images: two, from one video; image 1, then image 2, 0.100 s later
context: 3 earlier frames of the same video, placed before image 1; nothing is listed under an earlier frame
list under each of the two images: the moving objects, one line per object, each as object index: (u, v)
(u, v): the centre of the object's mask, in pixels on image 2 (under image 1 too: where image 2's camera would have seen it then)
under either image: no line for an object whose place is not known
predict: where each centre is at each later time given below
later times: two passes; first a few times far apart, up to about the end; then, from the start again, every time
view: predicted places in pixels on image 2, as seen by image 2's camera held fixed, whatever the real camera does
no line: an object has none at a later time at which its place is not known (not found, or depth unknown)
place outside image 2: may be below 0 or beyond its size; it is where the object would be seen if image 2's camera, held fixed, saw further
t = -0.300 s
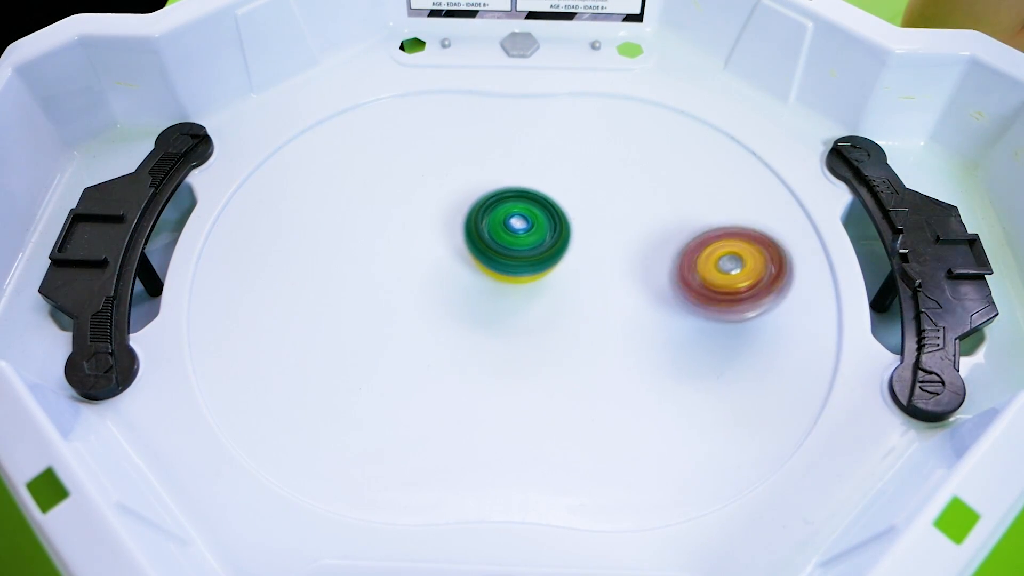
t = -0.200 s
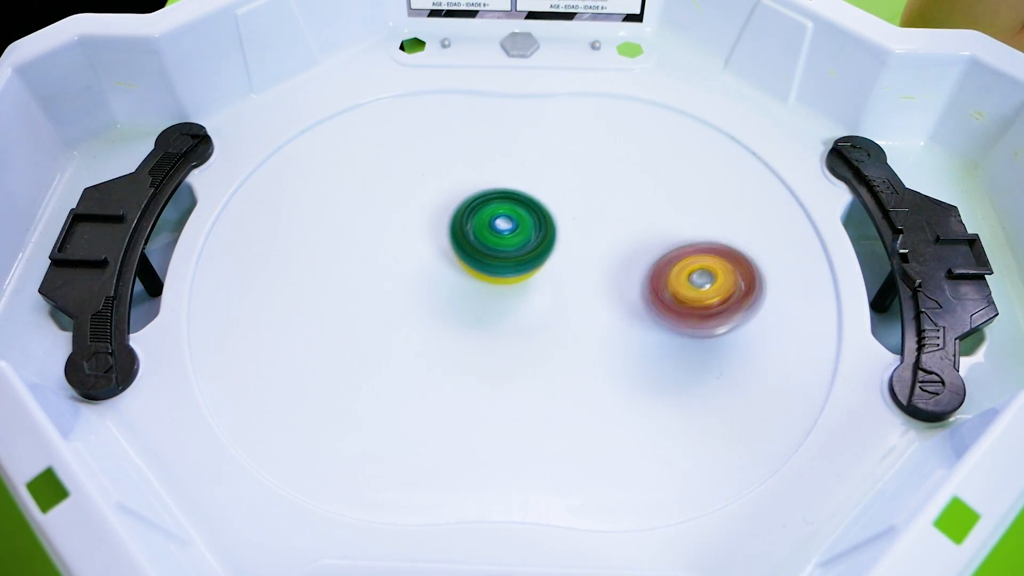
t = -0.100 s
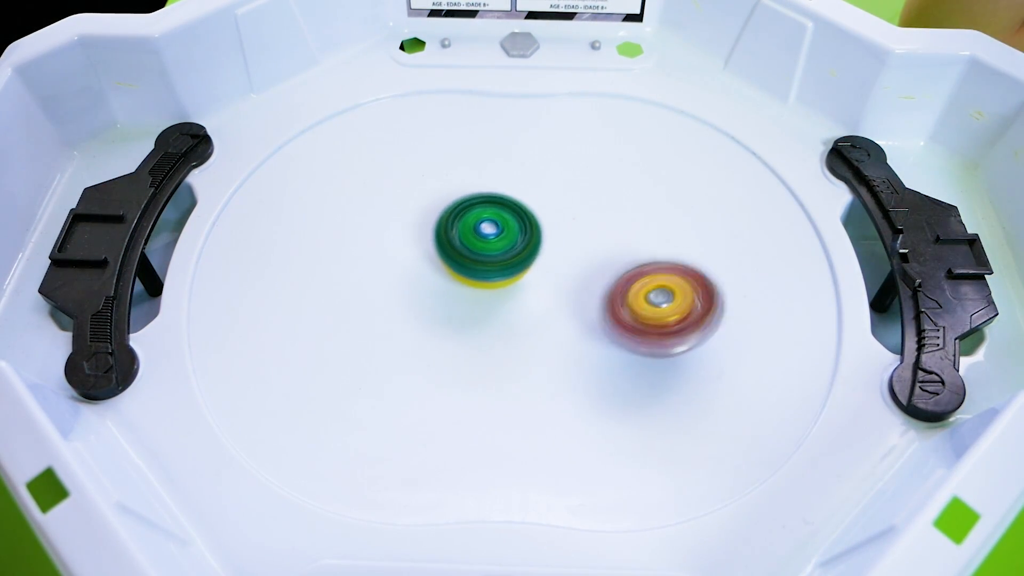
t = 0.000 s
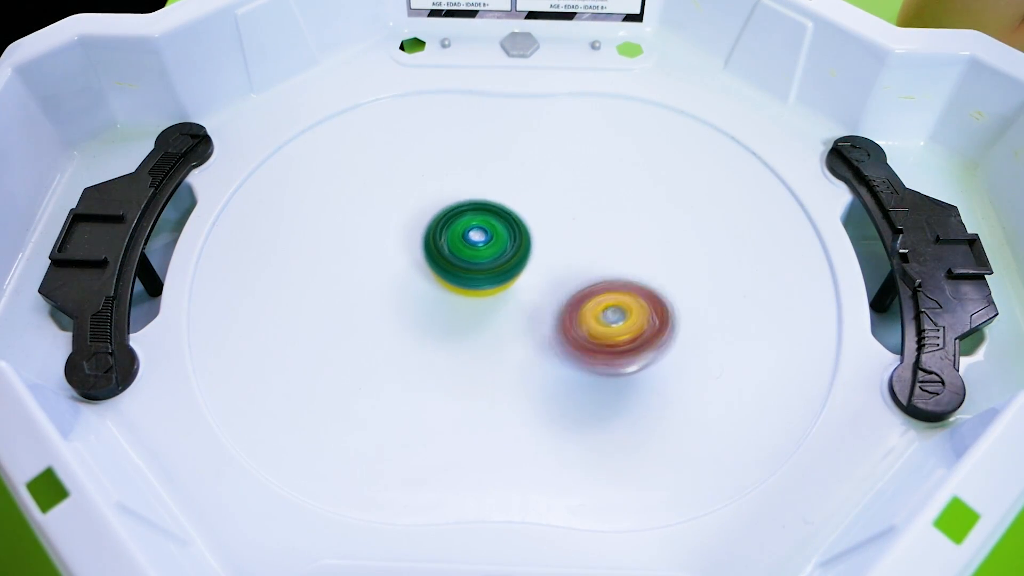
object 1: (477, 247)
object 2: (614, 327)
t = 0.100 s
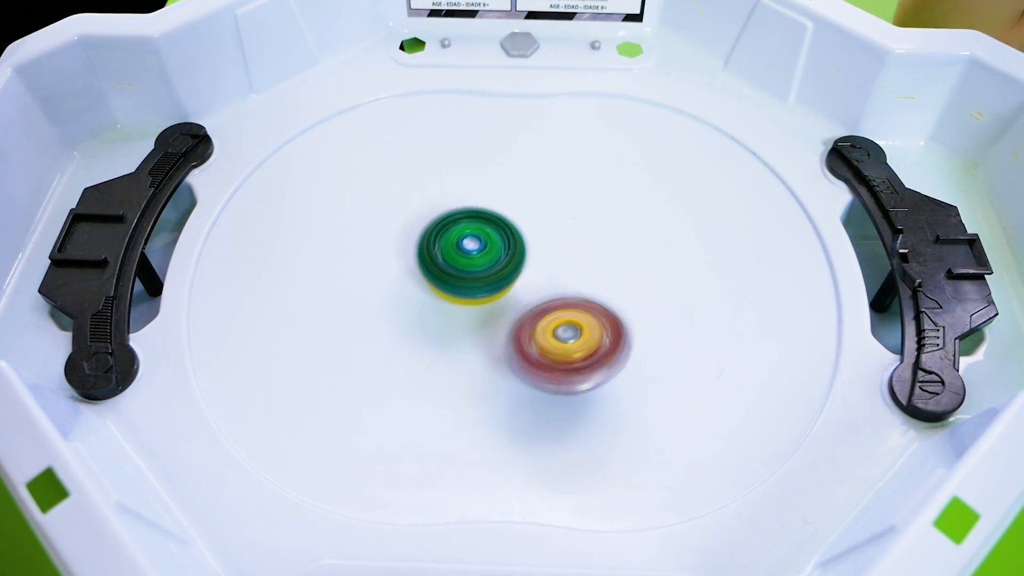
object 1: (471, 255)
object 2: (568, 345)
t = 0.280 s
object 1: (459, 255)
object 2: (523, 376)
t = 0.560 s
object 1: (479, 229)
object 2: (533, 390)
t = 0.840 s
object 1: (499, 147)
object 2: (478, 394)
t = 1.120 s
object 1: (546, 130)
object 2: (498, 387)
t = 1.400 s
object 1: (614, 294)
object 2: (479, 299)
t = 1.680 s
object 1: (526, 308)
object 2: (396, 212)
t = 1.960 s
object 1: (462, 279)
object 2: (374, 190)
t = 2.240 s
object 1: (509, 303)
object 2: (383, 174)
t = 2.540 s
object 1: (517, 326)
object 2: (438, 192)
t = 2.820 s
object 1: (539, 362)
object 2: (532, 215)
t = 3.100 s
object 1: (549, 364)
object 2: (615, 236)
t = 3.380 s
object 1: (557, 342)
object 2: (653, 258)
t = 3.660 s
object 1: (420, 366)
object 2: (683, 213)
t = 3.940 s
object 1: (398, 313)
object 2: (599, 217)
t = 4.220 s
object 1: (399, 272)
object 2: (529, 307)
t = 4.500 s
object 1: (416, 247)
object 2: (589, 336)
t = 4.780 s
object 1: (451, 241)
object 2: (606, 295)
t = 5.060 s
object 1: (460, 243)
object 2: (587, 242)
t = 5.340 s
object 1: (461, 247)
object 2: (573, 214)
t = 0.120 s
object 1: (470, 257)
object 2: (560, 348)
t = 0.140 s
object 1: (470, 259)
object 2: (552, 350)
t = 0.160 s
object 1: (470, 260)
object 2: (546, 353)
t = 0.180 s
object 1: (470, 262)
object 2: (539, 355)
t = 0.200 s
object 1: (469, 263)
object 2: (533, 357)
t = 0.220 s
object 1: (469, 265)
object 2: (526, 358)
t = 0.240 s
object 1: (468, 267)
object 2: (522, 359)
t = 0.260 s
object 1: (464, 262)
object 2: (522, 367)
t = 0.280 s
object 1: (459, 255)
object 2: (523, 376)
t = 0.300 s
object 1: (455, 249)
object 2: (524, 383)
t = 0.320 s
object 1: (452, 244)
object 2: (525, 389)
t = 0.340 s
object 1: (451, 240)
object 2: (526, 393)
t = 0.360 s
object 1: (450, 236)
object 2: (526, 395)
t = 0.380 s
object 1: (451, 234)
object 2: (527, 397)
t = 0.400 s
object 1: (453, 232)
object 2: (528, 399)
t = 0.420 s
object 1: (456, 230)
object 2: (530, 399)
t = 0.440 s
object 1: (458, 230)
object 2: (532, 399)
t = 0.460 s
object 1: (461, 229)
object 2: (534, 398)
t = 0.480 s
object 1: (465, 229)
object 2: (534, 397)
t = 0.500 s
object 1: (468, 229)
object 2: (535, 396)
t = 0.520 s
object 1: (472, 229)
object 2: (535, 394)
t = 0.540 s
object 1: (476, 229)
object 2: (534, 393)
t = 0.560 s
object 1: (479, 229)
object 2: (533, 390)
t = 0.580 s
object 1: (482, 229)
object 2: (531, 386)
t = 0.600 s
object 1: (486, 230)
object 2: (529, 382)
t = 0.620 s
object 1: (489, 230)
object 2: (525, 377)
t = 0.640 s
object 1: (492, 231)
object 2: (522, 372)
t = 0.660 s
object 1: (495, 232)
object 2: (519, 366)
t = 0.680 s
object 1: (498, 233)
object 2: (516, 359)
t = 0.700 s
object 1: (501, 234)
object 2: (513, 353)
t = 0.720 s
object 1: (503, 235)
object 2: (509, 346)
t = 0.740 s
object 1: (504, 235)
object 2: (505, 338)
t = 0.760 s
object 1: (505, 235)
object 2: (500, 332)
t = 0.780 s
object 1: (503, 212)
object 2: (493, 349)
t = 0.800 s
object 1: (502, 189)
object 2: (487, 369)
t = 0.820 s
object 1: (501, 166)
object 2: (483, 383)
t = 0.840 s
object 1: (499, 147)
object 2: (478, 394)
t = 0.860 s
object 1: (499, 129)
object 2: (476, 400)
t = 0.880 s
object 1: (499, 113)
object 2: (475, 403)
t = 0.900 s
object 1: (499, 99)
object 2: (476, 404)
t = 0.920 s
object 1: (499, 87)
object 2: (477, 404)
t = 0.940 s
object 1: (501, 78)
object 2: (479, 404)
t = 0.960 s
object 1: (503, 72)
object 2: (482, 403)
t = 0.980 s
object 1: (506, 71)
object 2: (484, 402)
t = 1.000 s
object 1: (509, 75)
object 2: (488, 401)
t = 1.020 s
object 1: (514, 80)
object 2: (490, 399)
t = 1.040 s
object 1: (519, 89)
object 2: (493, 398)
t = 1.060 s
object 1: (525, 98)
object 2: (496, 396)
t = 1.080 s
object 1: (532, 107)
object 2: (497, 394)
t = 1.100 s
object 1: (539, 118)
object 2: (498, 391)
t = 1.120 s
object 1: (546, 130)
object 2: (498, 387)
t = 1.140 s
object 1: (554, 142)
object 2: (499, 383)
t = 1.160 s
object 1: (562, 155)
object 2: (499, 378)
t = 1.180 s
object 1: (569, 168)
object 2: (500, 374)
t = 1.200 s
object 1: (576, 181)
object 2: (500, 368)
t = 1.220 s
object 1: (583, 193)
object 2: (500, 363)
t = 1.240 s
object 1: (590, 207)
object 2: (499, 356)
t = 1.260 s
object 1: (596, 219)
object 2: (498, 350)
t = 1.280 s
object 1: (601, 233)
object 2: (497, 343)
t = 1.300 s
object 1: (606, 245)
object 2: (495, 336)
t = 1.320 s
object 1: (609, 256)
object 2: (493, 328)
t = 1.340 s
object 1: (611, 267)
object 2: (491, 321)
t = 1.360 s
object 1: (612, 277)
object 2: (489, 313)
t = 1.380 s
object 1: (612, 286)
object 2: (485, 306)
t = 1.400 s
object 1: (614, 294)
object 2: (479, 299)
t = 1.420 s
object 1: (614, 300)
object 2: (473, 291)
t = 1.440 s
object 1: (613, 307)
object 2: (467, 284)
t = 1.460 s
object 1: (611, 311)
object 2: (461, 277)
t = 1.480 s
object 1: (607, 315)
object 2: (454, 270)
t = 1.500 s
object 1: (602, 317)
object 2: (447, 262)
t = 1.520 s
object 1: (595, 319)
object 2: (440, 255)
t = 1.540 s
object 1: (588, 319)
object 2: (434, 248)
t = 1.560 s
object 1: (581, 320)
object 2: (427, 241)
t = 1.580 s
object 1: (571, 319)
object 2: (421, 236)
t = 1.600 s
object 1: (562, 318)
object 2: (415, 231)
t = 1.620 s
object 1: (553, 316)
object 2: (410, 226)
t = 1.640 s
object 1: (543, 314)
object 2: (406, 221)
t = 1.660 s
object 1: (535, 311)
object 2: (401, 216)
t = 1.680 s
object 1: (526, 308)
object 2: (396, 212)
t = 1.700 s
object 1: (518, 305)
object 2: (392, 208)
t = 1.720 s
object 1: (510, 302)
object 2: (387, 205)
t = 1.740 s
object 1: (503, 299)
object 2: (383, 203)
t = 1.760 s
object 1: (497, 298)
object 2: (381, 200)
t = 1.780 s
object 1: (492, 297)
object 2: (378, 199)
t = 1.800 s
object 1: (486, 296)
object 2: (376, 196)
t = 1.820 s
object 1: (481, 295)
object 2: (375, 195)
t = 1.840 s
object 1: (477, 294)
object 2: (374, 193)
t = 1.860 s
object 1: (473, 292)
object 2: (373, 193)
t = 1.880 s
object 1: (469, 290)
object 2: (373, 193)
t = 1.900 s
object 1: (467, 287)
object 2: (373, 192)
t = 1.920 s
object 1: (465, 285)
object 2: (373, 191)
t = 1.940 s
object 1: (463, 282)
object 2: (373, 191)
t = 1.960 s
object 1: (462, 279)
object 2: (374, 190)
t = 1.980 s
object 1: (462, 277)
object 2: (375, 191)
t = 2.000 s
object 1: (461, 274)
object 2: (377, 191)
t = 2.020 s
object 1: (461, 272)
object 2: (378, 191)
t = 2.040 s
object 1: (462, 270)
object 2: (380, 192)
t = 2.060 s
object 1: (462, 268)
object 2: (381, 192)
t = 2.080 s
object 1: (463, 266)
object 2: (383, 192)
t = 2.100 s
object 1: (470, 268)
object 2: (382, 189)
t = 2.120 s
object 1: (480, 272)
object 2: (378, 184)
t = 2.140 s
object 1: (489, 275)
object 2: (377, 180)
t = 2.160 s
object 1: (495, 280)
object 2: (378, 178)
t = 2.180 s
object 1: (499, 286)
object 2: (379, 177)
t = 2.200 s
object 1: (503, 292)
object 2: (380, 175)
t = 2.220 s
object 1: (506, 298)
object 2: (381, 175)
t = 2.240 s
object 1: (509, 303)
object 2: (383, 174)
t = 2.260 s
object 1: (511, 306)
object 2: (385, 174)
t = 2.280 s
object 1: (512, 308)
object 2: (388, 174)
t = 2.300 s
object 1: (512, 310)
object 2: (391, 174)
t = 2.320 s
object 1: (512, 312)
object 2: (394, 175)
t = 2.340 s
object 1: (512, 314)
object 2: (397, 175)
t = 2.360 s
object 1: (512, 316)
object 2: (400, 176)
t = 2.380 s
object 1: (512, 318)
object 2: (403, 177)
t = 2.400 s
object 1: (513, 319)
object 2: (407, 178)
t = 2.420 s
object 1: (513, 320)
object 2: (411, 180)
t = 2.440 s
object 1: (514, 322)
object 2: (415, 182)
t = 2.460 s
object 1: (514, 323)
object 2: (420, 183)
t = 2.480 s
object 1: (515, 324)
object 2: (424, 185)
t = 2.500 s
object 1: (515, 325)
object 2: (428, 187)
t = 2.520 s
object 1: (516, 325)
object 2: (433, 189)
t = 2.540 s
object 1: (517, 326)
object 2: (438, 192)
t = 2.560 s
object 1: (518, 327)
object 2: (443, 194)
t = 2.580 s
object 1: (519, 327)
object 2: (448, 197)
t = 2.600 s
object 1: (519, 327)
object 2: (454, 200)
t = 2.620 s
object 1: (520, 327)
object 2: (459, 204)
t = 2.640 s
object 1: (521, 327)
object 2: (466, 208)
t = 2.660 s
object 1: (522, 327)
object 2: (472, 211)
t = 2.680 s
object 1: (523, 327)
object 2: (479, 214)
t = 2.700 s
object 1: (524, 326)
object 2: (487, 218)
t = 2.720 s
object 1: (525, 326)
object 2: (494, 221)
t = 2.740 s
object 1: (527, 325)
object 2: (503, 224)
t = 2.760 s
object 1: (528, 326)
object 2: (511, 225)
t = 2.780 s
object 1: (532, 340)
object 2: (517, 221)
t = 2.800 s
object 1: (536, 353)
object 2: (525, 216)
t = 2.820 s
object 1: (539, 362)
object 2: (532, 215)
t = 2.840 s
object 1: (542, 370)
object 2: (540, 214)
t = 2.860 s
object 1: (545, 375)
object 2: (546, 214)
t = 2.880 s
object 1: (546, 377)
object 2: (553, 215)
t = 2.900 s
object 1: (547, 378)
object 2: (559, 215)
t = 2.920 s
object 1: (547, 378)
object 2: (565, 217)
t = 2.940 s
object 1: (547, 377)
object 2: (571, 219)
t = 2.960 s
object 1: (547, 376)
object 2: (576, 222)
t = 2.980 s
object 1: (547, 375)
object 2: (583, 224)
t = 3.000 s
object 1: (547, 373)
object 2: (589, 226)
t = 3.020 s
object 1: (547, 372)
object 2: (595, 229)
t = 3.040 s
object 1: (547, 370)
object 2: (600, 231)
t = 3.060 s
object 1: (548, 368)
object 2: (606, 232)
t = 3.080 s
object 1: (549, 366)
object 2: (610, 234)
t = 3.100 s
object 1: (549, 364)
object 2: (615, 236)
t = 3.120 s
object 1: (550, 362)
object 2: (619, 238)
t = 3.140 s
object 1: (551, 359)
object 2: (624, 241)
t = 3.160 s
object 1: (552, 357)
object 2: (628, 244)
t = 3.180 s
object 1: (554, 355)
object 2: (632, 246)
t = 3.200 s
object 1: (555, 352)
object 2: (635, 247)
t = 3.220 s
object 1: (556, 350)
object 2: (638, 249)
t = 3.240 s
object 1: (558, 348)
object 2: (641, 251)
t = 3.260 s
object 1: (559, 346)
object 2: (643, 253)
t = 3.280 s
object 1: (560, 343)
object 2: (644, 256)
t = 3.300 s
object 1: (562, 341)
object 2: (646, 258)
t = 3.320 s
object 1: (562, 339)
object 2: (648, 260)
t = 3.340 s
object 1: (559, 341)
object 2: (650, 259)
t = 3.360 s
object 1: (558, 343)
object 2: (652, 258)
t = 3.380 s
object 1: (557, 342)
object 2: (653, 258)
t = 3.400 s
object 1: (556, 341)
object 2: (653, 259)
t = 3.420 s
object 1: (556, 339)
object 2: (652, 260)
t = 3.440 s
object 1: (555, 337)
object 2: (651, 261)
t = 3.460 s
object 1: (555, 334)
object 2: (649, 263)
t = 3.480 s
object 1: (552, 333)
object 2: (650, 263)
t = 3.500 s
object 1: (534, 343)
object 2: (660, 251)
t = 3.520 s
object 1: (514, 352)
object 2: (670, 242)
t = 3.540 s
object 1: (496, 359)
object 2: (679, 234)
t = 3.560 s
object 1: (478, 365)
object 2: (684, 228)
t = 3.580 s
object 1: (463, 368)
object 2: (687, 224)
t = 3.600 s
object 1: (449, 370)
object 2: (689, 220)
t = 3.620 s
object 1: (437, 370)
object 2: (688, 217)
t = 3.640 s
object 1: (427, 368)
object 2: (685, 215)
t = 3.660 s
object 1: (420, 366)
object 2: (683, 213)
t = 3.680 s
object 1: (414, 363)
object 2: (680, 212)
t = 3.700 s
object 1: (410, 360)
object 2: (676, 210)
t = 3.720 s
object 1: (407, 356)
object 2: (672, 209)
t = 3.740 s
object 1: (405, 352)
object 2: (667, 208)
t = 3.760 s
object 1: (403, 348)
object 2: (661, 207)
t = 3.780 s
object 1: (401, 344)
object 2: (656, 207)
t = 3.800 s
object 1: (400, 340)
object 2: (650, 208)
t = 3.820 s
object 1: (399, 336)
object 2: (643, 208)
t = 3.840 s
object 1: (398, 332)
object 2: (636, 209)
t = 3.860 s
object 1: (398, 328)
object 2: (630, 210)
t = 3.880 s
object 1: (398, 324)
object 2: (623, 211)
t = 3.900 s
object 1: (397, 320)
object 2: (615, 213)
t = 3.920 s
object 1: (398, 316)
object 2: (608, 216)
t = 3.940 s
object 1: (398, 313)
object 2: (599, 217)
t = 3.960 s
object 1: (398, 309)
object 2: (592, 220)
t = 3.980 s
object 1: (398, 306)
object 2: (584, 222)
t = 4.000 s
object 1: (399, 303)
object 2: (576, 225)
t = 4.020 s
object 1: (400, 299)
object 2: (569, 229)
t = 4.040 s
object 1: (400, 296)
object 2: (561, 232)
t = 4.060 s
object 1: (401, 293)
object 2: (553, 236)
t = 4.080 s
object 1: (402, 291)
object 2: (545, 239)
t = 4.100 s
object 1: (402, 288)
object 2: (539, 243)
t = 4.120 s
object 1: (403, 285)
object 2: (535, 249)
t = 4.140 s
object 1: (405, 282)
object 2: (535, 256)
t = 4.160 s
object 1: (406, 280)
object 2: (534, 268)
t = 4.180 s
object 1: (407, 277)
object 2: (530, 282)
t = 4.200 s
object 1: (404, 274)
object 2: (527, 294)
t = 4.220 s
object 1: (399, 272)
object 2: (529, 307)
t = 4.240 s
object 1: (397, 269)
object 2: (530, 318)
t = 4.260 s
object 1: (396, 266)
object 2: (532, 325)
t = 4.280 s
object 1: (395, 264)
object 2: (536, 329)
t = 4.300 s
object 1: (396, 262)
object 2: (540, 332)
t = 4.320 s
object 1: (397, 260)
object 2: (545, 335)
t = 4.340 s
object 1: (399, 259)
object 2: (551, 337)
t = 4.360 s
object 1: (400, 257)
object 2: (557, 338)
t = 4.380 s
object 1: (402, 255)
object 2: (563, 339)
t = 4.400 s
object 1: (404, 254)
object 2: (567, 339)
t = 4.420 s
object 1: (406, 252)
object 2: (572, 339)
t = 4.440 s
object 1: (409, 250)
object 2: (577, 339)
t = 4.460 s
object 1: (411, 249)
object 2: (582, 339)
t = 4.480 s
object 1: (414, 248)
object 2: (586, 338)
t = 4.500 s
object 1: (416, 247)
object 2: (589, 336)
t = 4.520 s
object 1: (419, 246)
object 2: (592, 334)
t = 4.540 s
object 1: (421, 245)
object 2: (595, 332)
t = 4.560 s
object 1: (424, 245)
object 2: (598, 331)
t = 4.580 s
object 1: (426, 244)
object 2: (601, 328)
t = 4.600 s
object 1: (428, 243)
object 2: (603, 325)
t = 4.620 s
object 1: (431, 243)
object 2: (604, 323)
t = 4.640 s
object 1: (433, 242)
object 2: (606, 320)
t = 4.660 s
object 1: (436, 242)
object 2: (607, 317)
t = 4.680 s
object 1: (439, 242)
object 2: (608, 313)
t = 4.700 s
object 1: (441, 242)
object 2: (608, 310)
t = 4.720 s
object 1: (444, 241)
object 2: (608, 307)
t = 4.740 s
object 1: (446, 241)
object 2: (608, 304)
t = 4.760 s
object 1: (449, 241)
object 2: (607, 299)
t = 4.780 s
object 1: (451, 241)
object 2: (606, 295)
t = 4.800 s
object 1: (453, 241)
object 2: (604, 291)
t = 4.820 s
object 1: (456, 241)
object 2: (603, 287)
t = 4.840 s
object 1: (458, 241)
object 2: (601, 284)
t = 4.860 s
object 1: (461, 241)
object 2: (598, 279)
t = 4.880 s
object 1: (463, 241)
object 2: (595, 275)
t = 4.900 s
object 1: (465, 241)
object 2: (593, 271)
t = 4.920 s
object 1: (468, 241)
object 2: (590, 267)
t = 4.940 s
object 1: (469, 241)
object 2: (588, 263)
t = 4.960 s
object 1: (468, 241)
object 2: (587, 259)
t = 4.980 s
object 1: (467, 241)
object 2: (587, 256)
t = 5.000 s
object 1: (466, 242)
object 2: (586, 253)
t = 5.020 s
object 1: (466, 242)
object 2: (585, 249)
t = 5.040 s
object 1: (462, 242)
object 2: (587, 245)
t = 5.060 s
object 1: (460, 243)
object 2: (587, 242)
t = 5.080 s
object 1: (458, 244)
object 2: (588, 239)
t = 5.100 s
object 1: (456, 244)
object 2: (587, 235)
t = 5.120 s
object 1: (456, 245)
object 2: (586, 232)
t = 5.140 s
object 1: (456, 246)
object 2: (584, 229)
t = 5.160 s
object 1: (456, 246)
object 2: (583, 226)
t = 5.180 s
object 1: (458, 247)
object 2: (582, 224)
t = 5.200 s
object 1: (459, 247)
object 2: (580, 221)
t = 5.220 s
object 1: (460, 248)
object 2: (578, 219)
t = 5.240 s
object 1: (461, 248)
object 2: (576, 218)
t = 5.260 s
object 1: (460, 247)
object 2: (576, 217)
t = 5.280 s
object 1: (460, 247)
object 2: (576, 216)
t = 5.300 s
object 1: (460, 247)
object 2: (575, 215)
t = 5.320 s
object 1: (461, 247)
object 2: (574, 214)
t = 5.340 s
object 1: (461, 247)
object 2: (573, 214)
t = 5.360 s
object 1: (450, 247)
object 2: (581, 213)
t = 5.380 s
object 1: (439, 246)
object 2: (591, 215)
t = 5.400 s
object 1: (430, 245)
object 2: (598, 214)
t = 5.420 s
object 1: (423, 245)
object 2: (603, 214)
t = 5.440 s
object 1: (418, 245)
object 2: (608, 213)
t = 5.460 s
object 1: (414, 245)
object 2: (612, 212)
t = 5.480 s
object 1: (412, 245)
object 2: (616, 211)
